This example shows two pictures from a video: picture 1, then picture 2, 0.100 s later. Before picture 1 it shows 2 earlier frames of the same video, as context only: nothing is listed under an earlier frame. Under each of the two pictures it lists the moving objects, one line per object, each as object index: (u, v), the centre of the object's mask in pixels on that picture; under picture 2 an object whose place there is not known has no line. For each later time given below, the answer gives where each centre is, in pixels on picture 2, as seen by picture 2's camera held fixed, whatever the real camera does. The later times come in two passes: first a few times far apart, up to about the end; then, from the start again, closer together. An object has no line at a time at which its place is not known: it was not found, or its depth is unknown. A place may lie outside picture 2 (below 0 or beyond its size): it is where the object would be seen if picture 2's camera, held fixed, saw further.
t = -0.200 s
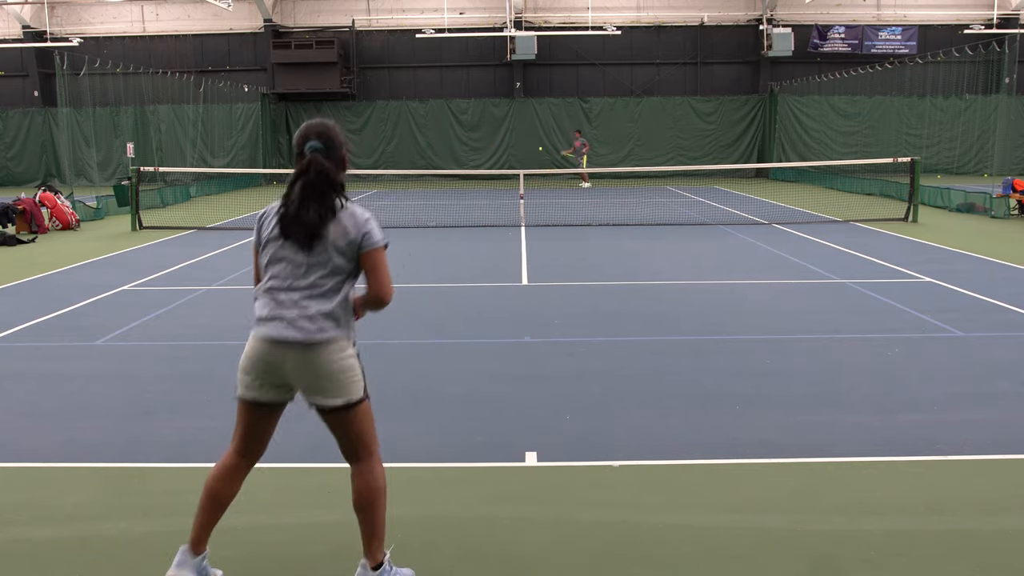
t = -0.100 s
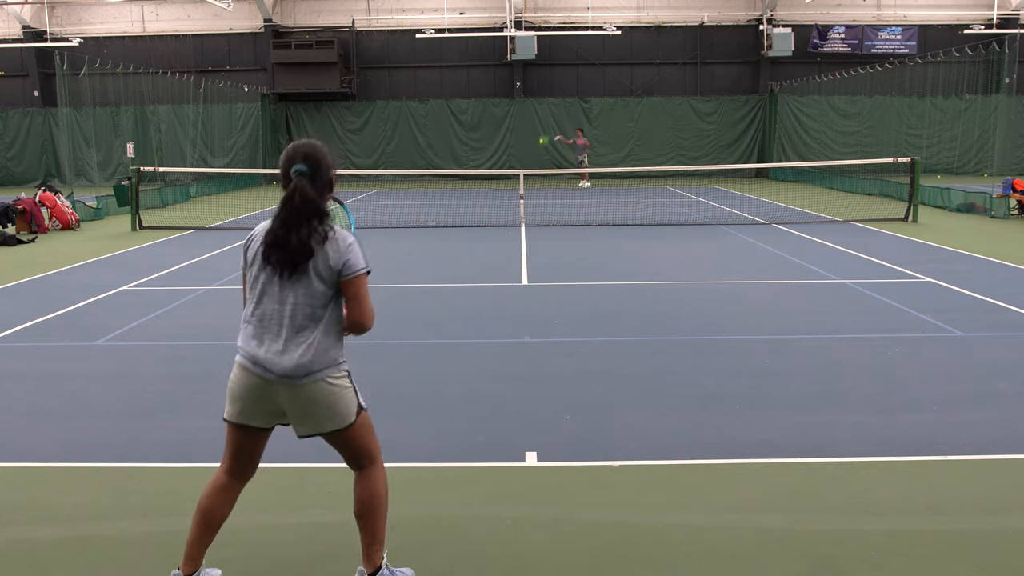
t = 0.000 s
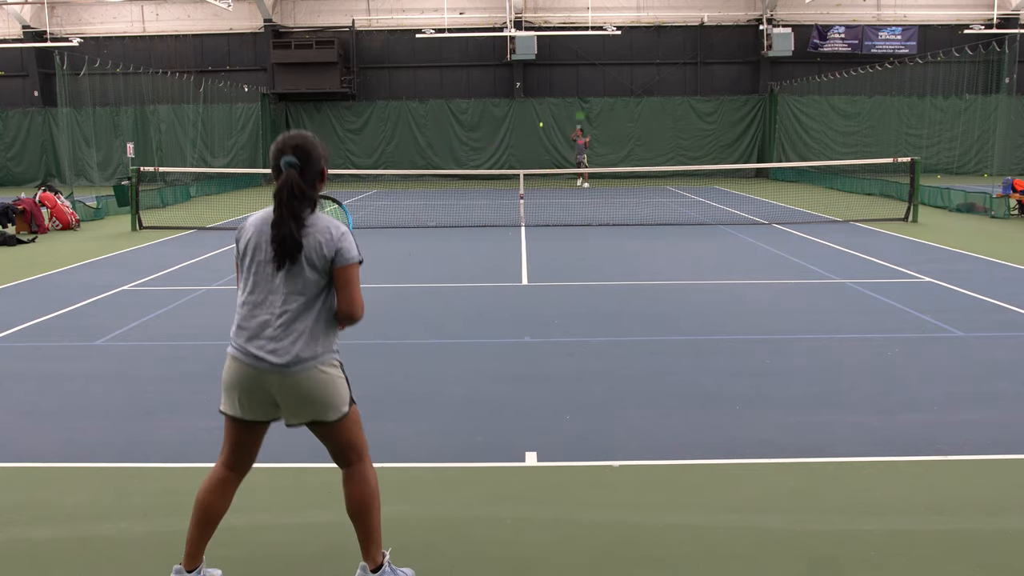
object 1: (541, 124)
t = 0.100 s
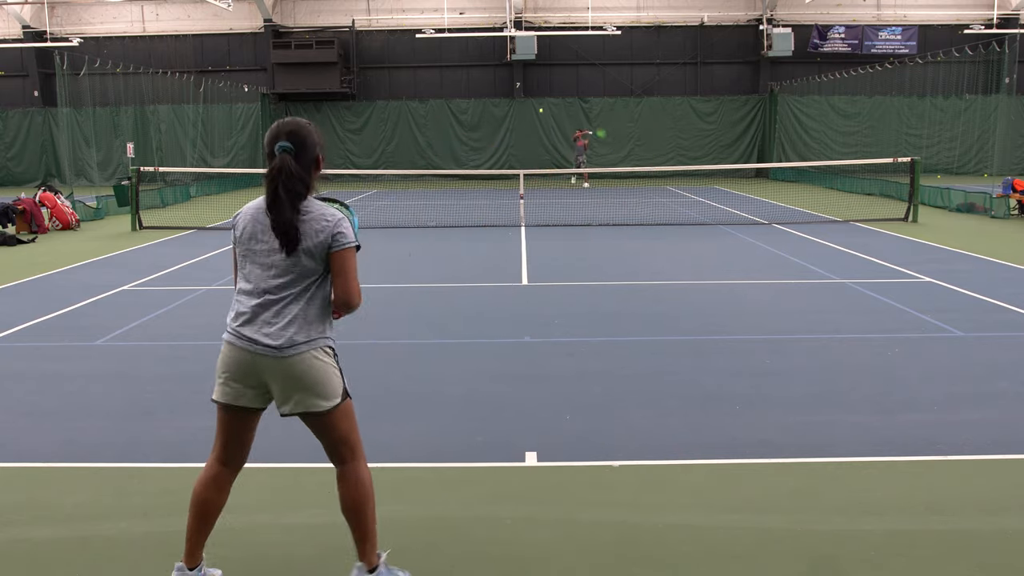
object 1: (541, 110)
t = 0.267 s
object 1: (540, 94)
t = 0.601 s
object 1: (535, 115)
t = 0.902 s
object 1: (526, 286)
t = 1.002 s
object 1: (524, 287)
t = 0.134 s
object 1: (541, 106)
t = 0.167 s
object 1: (540, 103)
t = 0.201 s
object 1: (540, 99)
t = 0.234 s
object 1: (540, 97)
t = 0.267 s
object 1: (540, 94)
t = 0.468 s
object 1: (537, 95)
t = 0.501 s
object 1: (536, 98)
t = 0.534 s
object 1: (536, 102)
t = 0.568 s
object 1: (535, 108)
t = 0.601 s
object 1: (535, 115)
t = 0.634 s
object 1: (534, 123)
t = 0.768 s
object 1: (531, 179)
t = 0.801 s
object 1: (530, 198)
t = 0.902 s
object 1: (526, 286)
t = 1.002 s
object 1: (524, 287)
